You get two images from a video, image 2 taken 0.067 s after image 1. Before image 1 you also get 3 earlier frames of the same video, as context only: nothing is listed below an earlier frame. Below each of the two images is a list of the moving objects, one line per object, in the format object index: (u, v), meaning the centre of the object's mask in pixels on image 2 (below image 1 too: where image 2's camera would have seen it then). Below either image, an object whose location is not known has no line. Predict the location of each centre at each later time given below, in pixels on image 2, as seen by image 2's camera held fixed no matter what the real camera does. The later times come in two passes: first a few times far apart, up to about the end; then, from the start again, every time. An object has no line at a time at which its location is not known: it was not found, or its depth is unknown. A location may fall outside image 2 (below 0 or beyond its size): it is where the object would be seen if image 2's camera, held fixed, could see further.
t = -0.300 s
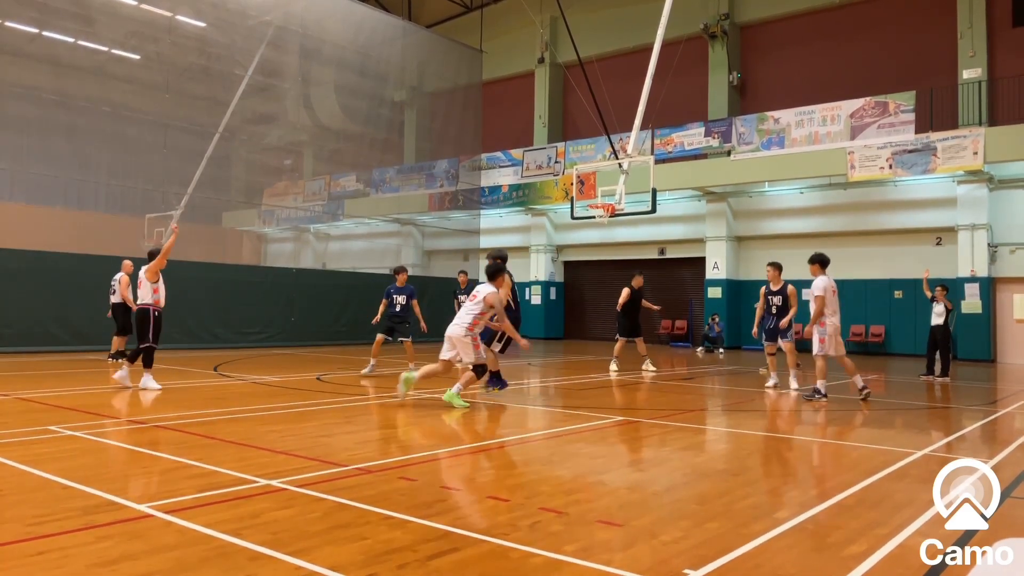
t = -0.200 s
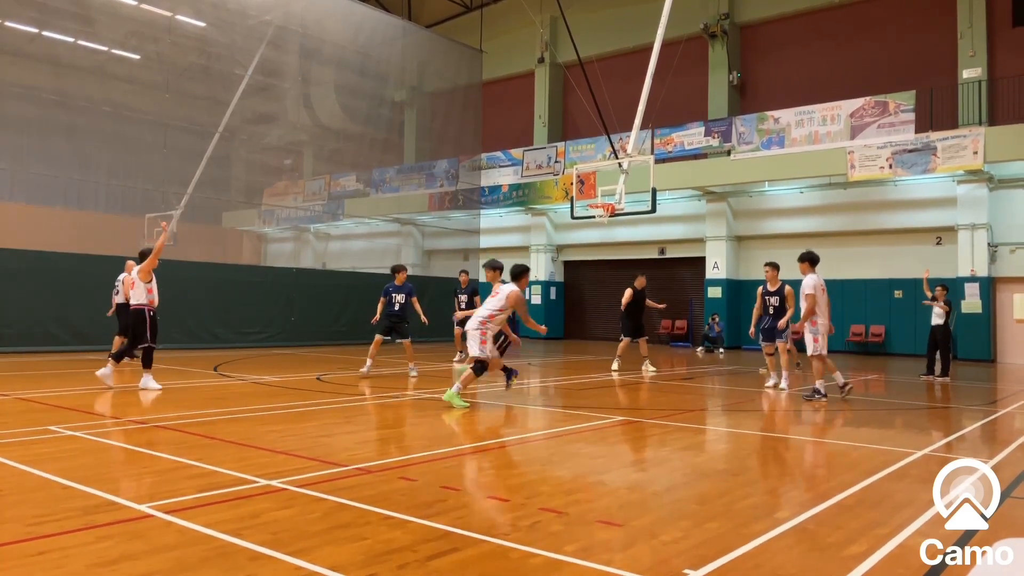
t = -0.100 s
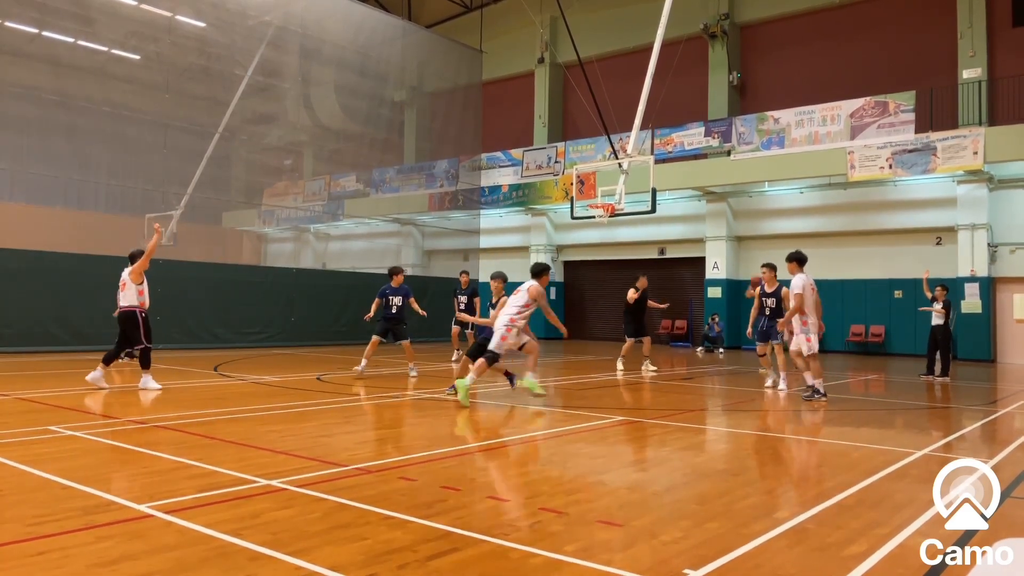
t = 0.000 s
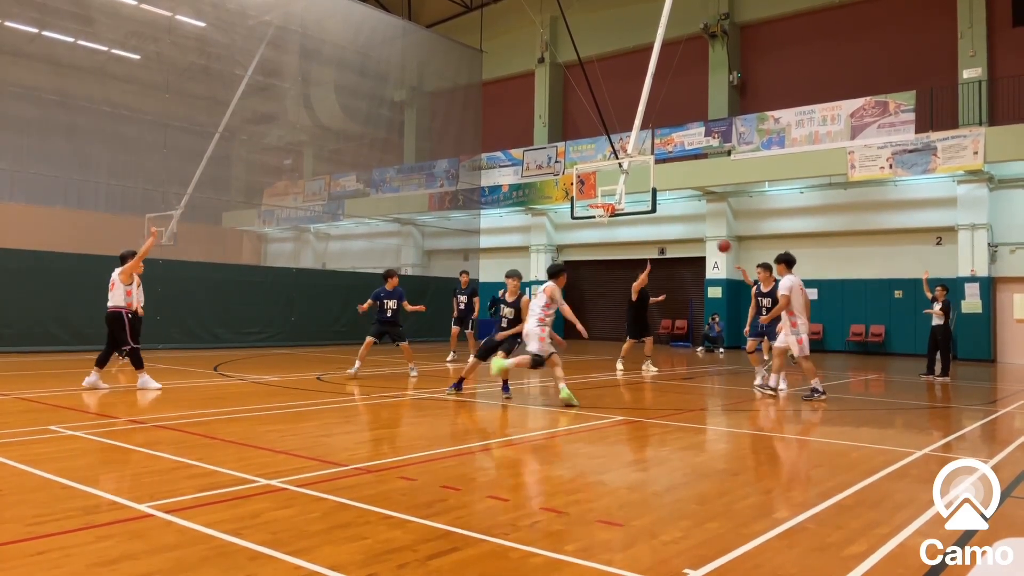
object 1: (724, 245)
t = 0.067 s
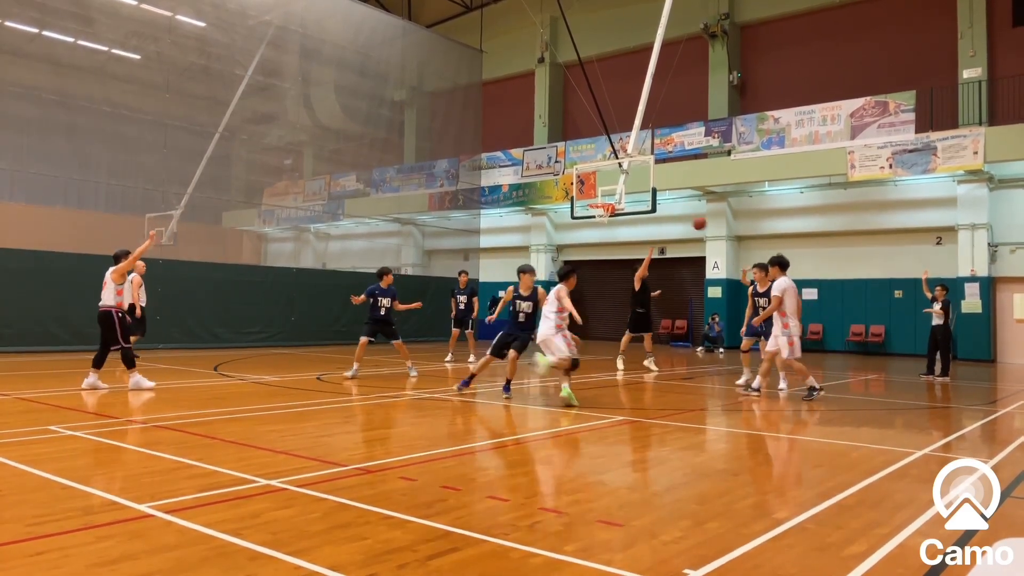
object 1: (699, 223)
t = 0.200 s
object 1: (648, 184)
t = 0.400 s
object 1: (563, 137)
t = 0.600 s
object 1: (468, 110)
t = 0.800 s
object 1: (357, 107)
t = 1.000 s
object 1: (230, 134)
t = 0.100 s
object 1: (687, 213)
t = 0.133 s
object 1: (674, 203)
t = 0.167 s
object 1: (661, 193)
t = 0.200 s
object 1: (648, 184)
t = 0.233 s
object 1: (634, 175)
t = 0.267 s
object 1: (620, 167)
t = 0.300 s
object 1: (607, 159)
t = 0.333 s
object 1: (592, 151)
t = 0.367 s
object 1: (578, 144)
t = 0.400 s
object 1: (563, 137)
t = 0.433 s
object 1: (549, 132)
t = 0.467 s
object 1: (532, 126)
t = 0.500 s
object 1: (516, 121)
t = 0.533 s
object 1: (501, 116)
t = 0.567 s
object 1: (484, 112)
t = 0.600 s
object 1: (468, 110)
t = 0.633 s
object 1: (450, 108)
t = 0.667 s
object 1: (433, 107)
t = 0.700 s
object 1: (415, 105)
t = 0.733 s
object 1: (396, 105)
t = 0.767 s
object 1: (377, 106)
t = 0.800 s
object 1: (357, 107)
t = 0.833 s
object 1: (337, 109)
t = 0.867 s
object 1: (317, 113)
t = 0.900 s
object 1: (297, 116)
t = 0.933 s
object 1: (275, 122)
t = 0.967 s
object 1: (253, 127)
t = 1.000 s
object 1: (230, 134)
